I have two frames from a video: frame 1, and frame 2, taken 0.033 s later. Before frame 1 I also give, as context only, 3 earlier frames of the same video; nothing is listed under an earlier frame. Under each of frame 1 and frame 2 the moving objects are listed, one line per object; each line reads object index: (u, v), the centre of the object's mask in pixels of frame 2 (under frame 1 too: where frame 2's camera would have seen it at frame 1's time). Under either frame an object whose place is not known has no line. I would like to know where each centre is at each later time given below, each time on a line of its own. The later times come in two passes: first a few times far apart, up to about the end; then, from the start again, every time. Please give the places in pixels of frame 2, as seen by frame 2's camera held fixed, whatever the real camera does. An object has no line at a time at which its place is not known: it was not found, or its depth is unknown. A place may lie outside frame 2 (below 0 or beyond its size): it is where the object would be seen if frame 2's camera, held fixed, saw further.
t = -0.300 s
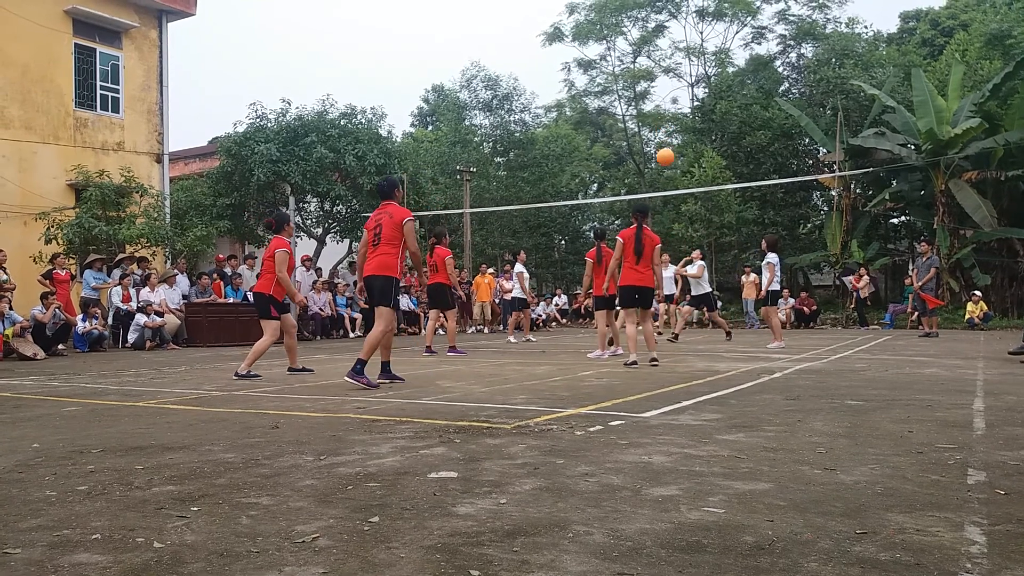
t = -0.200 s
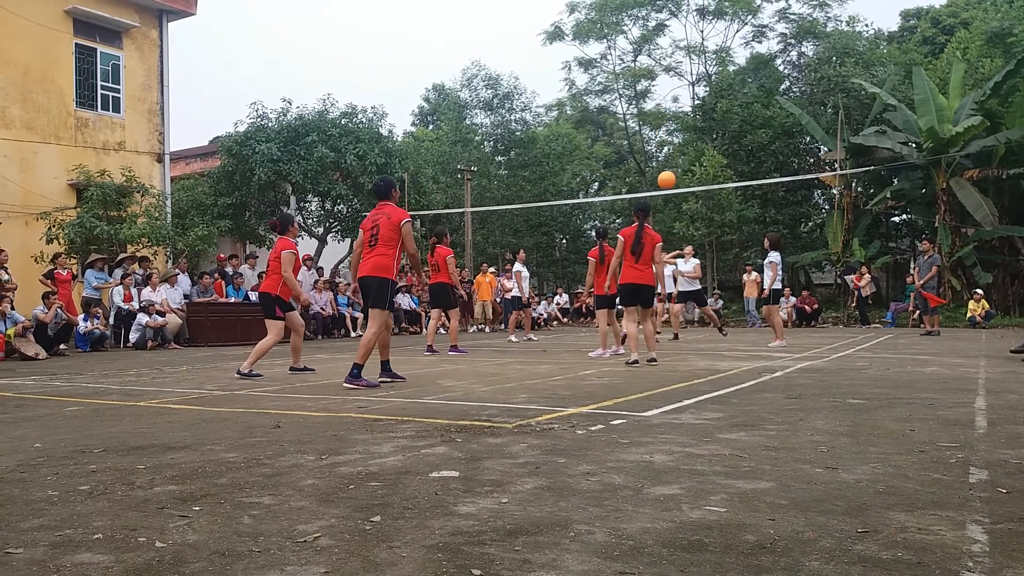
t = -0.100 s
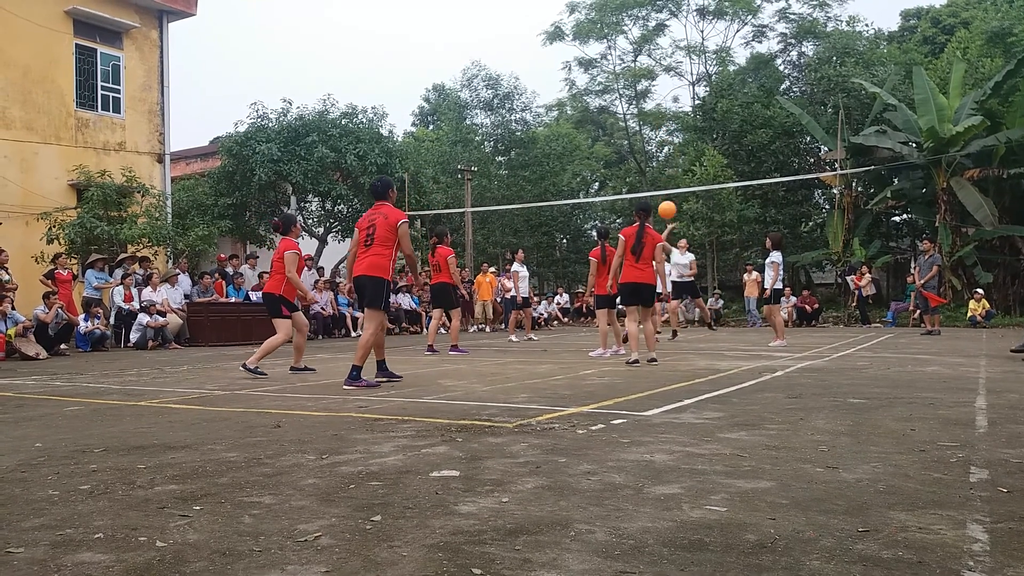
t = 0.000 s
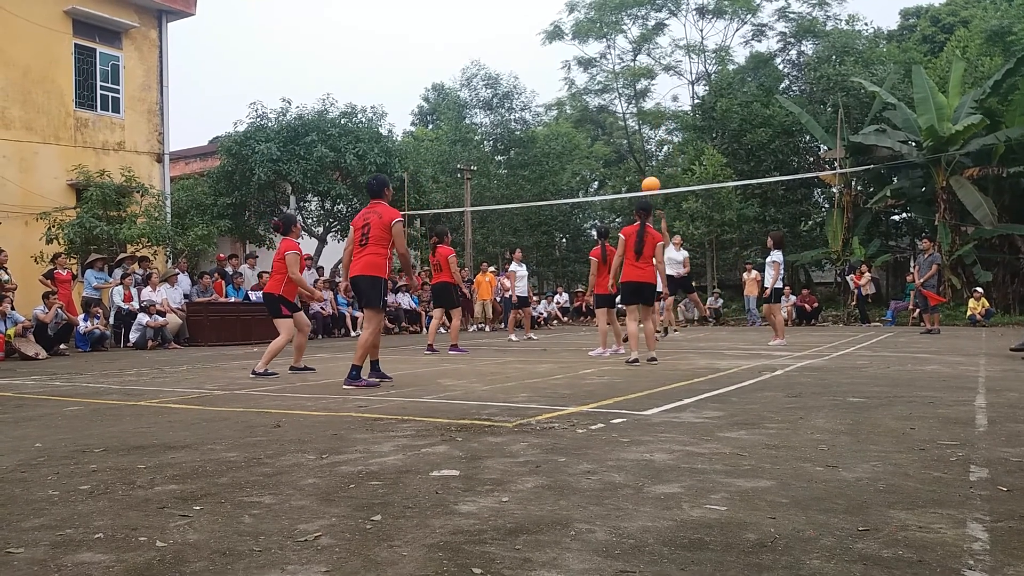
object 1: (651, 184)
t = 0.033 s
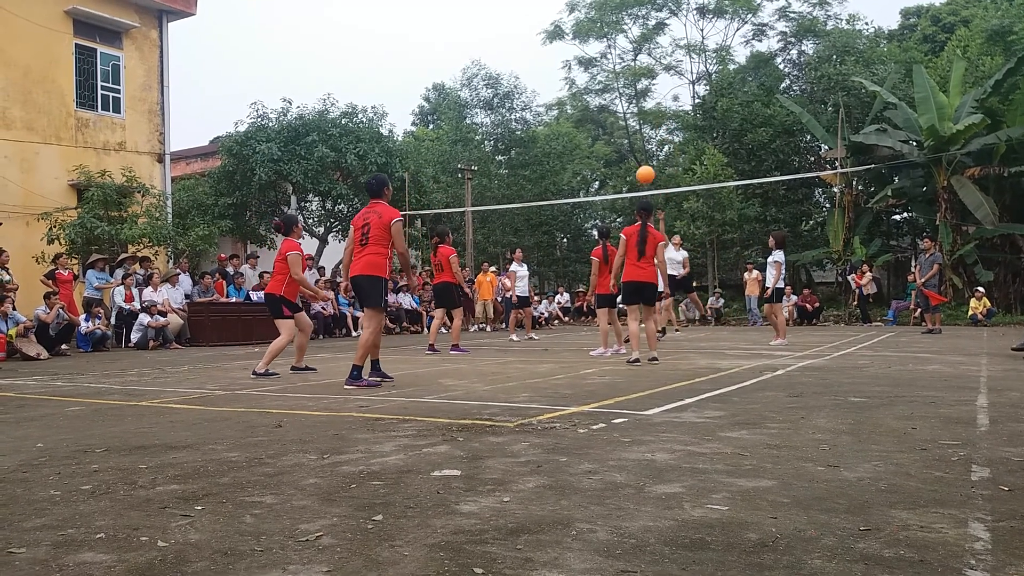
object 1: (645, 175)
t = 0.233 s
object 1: (607, 120)
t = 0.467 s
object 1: (561, 86)
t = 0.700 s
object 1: (509, 95)
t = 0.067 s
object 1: (639, 164)
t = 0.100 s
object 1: (632, 154)
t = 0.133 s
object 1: (626, 145)
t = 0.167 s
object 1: (619, 136)
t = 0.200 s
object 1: (613, 128)
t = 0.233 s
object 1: (607, 120)
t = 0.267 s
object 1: (600, 114)
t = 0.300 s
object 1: (594, 107)
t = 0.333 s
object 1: (587, 101)
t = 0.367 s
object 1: (580, 97)
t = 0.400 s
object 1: (575, 92)
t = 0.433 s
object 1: (568, 88)
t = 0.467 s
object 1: (561, 86)
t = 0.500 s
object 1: (554, 84)
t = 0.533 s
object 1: (546, 84)
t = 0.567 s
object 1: (539, 84)
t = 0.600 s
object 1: (532, 85)
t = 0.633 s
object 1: (524, 88)
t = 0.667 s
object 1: (517, 91)
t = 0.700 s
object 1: (509, 95)
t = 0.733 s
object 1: (502, 101)
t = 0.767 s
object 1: (495, 107)
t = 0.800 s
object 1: (488, 114)
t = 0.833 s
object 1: (480, 123)
